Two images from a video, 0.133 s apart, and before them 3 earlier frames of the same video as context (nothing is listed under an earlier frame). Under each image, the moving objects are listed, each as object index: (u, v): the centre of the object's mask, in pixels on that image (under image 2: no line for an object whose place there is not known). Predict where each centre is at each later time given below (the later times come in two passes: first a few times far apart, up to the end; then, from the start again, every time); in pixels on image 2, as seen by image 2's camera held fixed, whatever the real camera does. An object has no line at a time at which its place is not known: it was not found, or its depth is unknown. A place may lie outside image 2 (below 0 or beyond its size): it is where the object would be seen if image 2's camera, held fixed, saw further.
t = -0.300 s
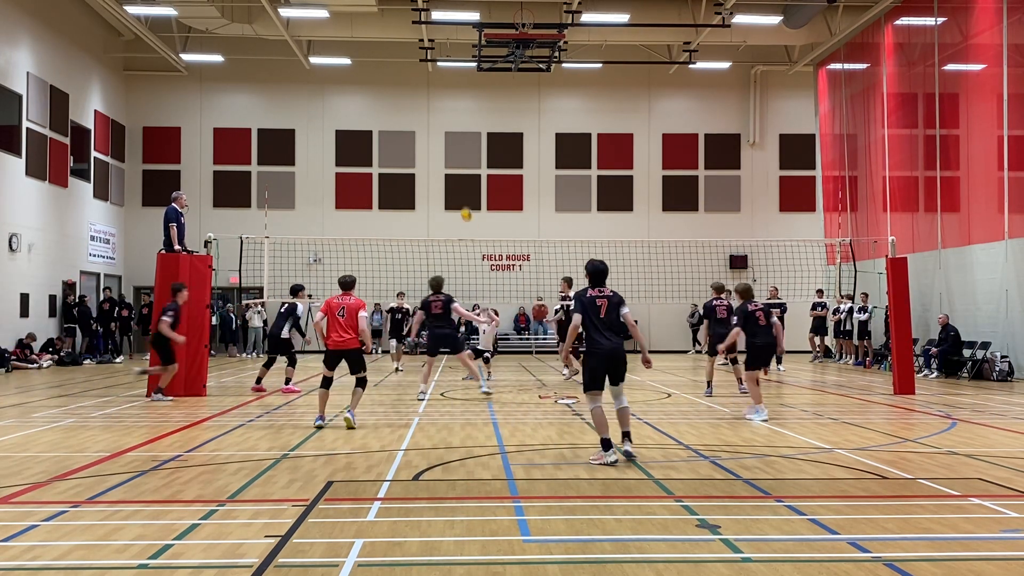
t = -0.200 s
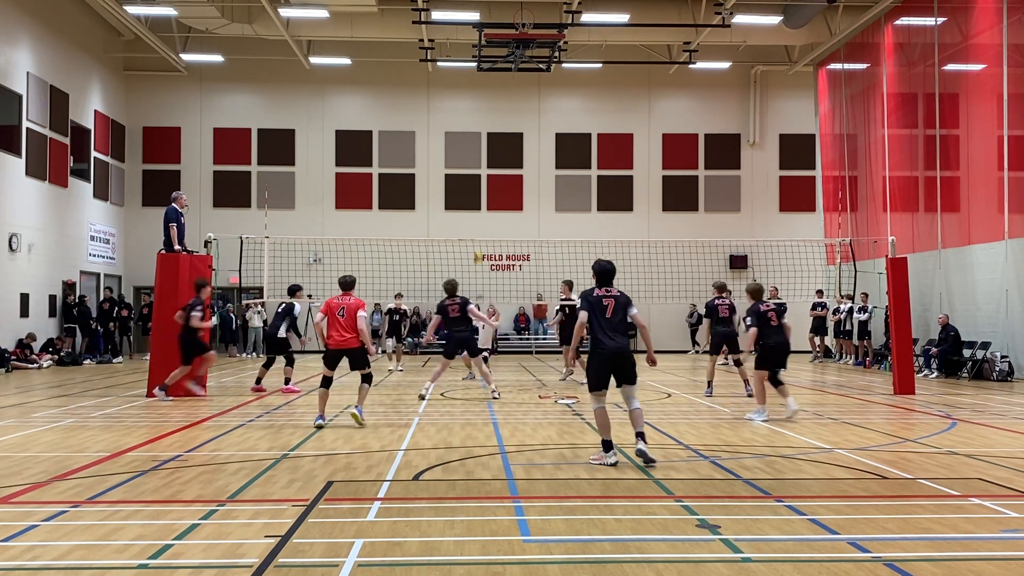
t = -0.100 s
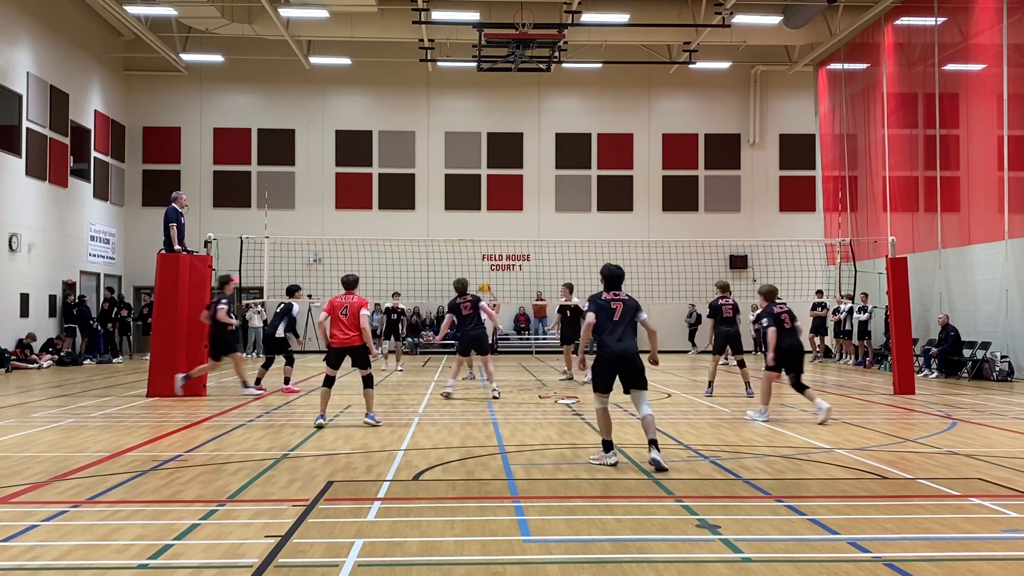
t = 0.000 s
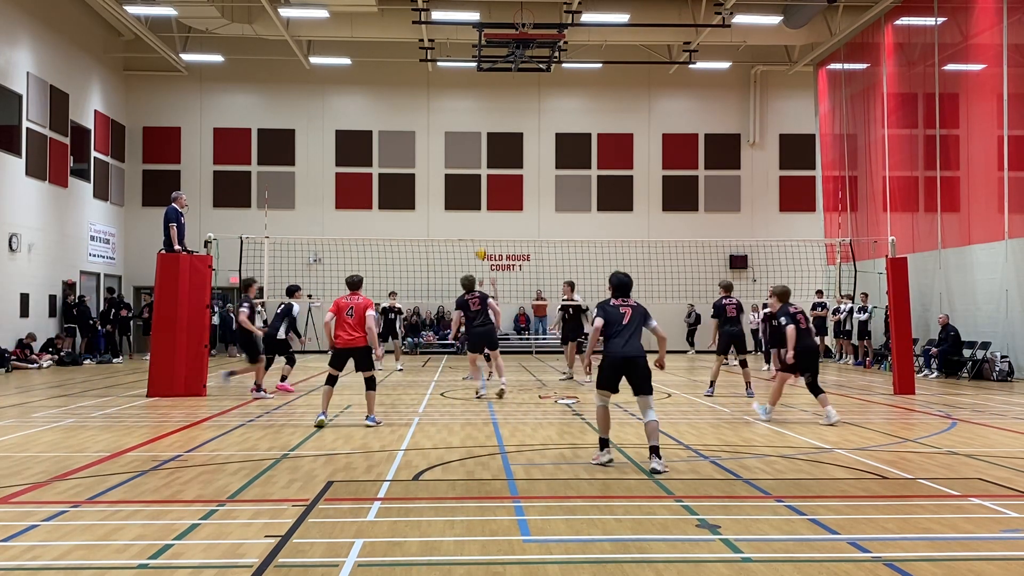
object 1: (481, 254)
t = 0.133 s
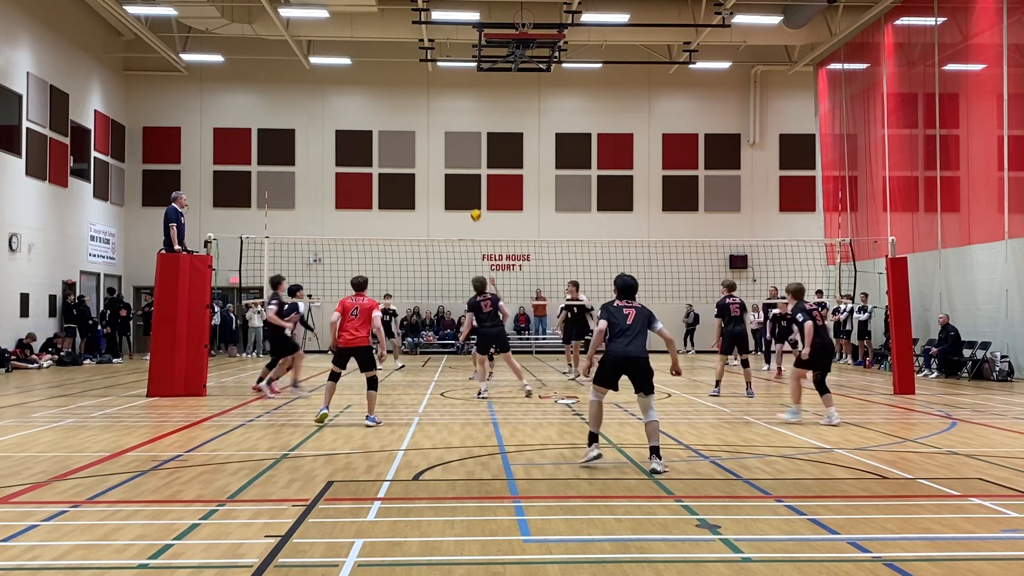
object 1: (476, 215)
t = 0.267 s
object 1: (471, 187)
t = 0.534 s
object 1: (461, 155)
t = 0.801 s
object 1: (450, 163)
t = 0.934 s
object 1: (446, 181)
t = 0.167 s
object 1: (475, 207)
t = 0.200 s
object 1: (473, 200)
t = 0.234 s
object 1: (472, 193)
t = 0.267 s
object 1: (471, 187)
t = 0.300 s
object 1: (470, 181)
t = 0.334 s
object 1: (468, 176)
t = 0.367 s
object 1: (467, 171)
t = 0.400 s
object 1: (466, 166)
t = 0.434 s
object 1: (465, 163)
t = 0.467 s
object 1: (464, 160)
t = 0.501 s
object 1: (462, 157)
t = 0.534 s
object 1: (461, 155)
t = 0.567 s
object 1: (460, 154)
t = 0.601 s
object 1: (458, 154)
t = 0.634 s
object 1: (457, 154)
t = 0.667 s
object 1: (456, 154)
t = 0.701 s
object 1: (455, 155)
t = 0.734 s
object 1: (453, 157)
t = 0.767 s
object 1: (452, 160)
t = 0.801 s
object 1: (450, 163)
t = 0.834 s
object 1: (449, 166)
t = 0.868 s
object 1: (448, 170)
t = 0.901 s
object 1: (447, 176)
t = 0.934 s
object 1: (446, 181)
